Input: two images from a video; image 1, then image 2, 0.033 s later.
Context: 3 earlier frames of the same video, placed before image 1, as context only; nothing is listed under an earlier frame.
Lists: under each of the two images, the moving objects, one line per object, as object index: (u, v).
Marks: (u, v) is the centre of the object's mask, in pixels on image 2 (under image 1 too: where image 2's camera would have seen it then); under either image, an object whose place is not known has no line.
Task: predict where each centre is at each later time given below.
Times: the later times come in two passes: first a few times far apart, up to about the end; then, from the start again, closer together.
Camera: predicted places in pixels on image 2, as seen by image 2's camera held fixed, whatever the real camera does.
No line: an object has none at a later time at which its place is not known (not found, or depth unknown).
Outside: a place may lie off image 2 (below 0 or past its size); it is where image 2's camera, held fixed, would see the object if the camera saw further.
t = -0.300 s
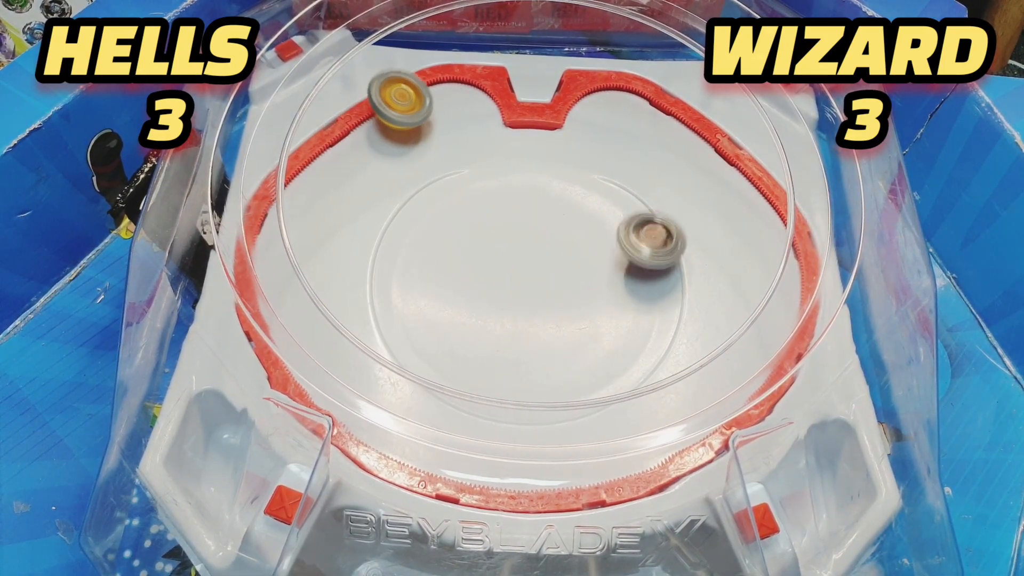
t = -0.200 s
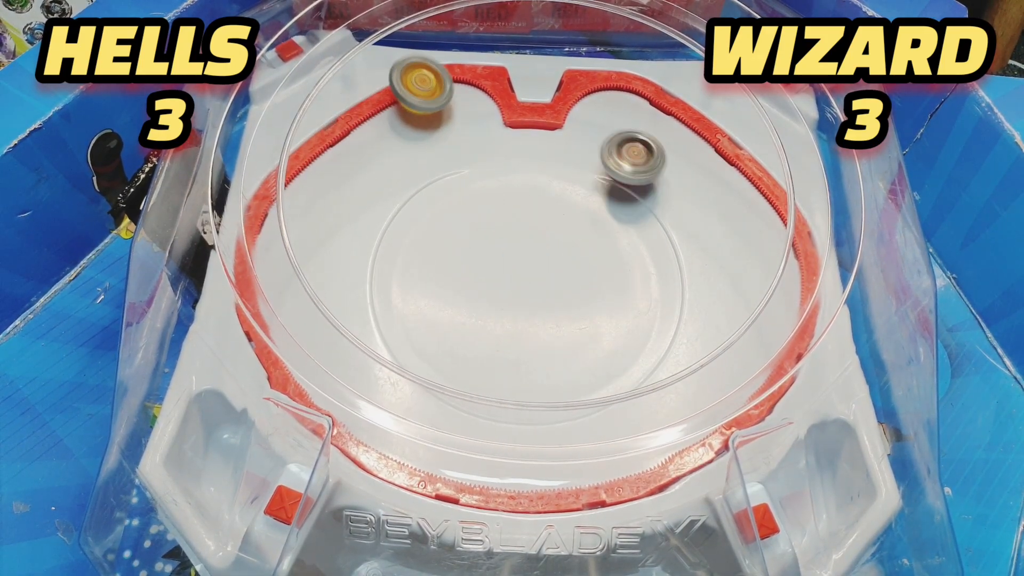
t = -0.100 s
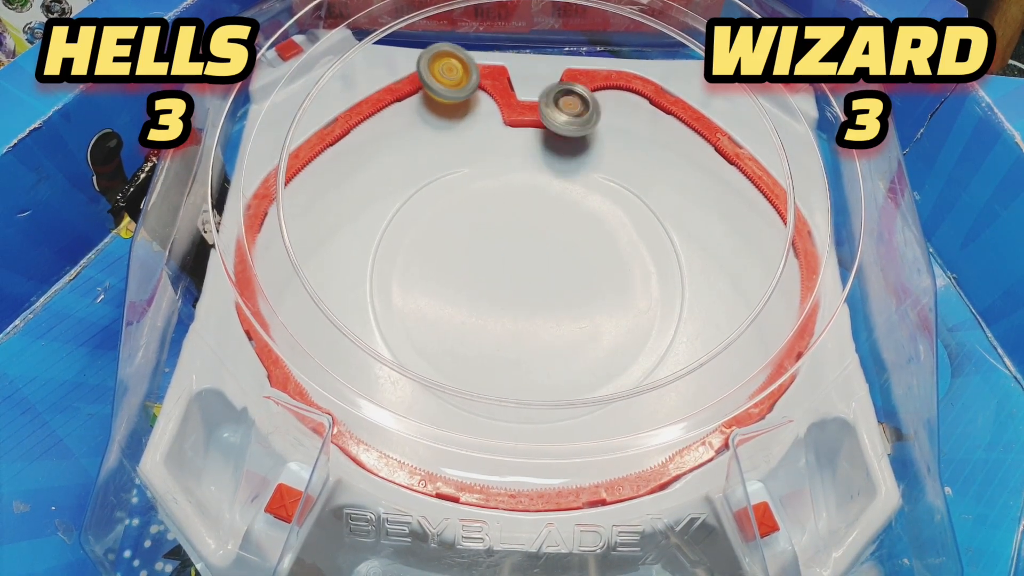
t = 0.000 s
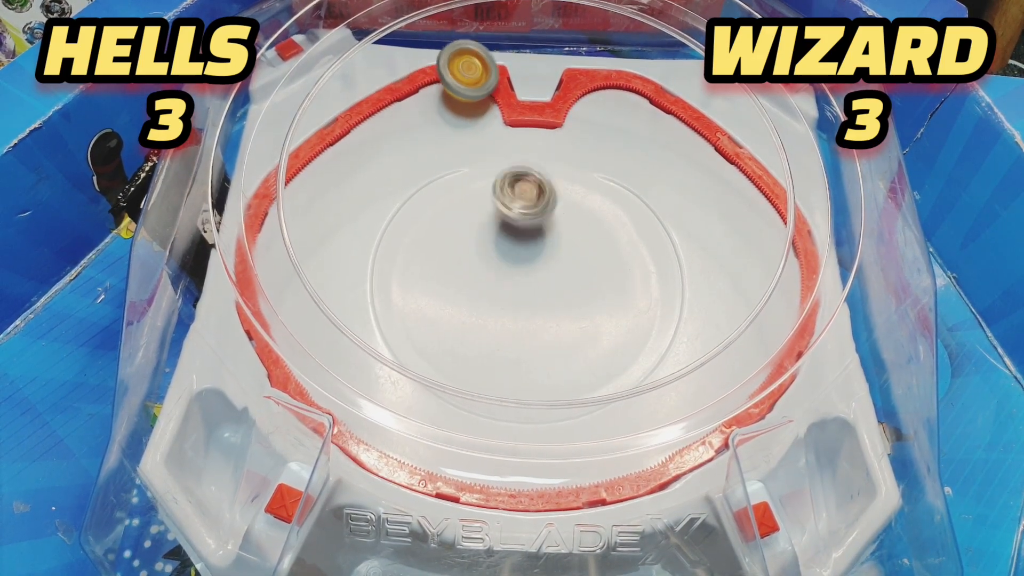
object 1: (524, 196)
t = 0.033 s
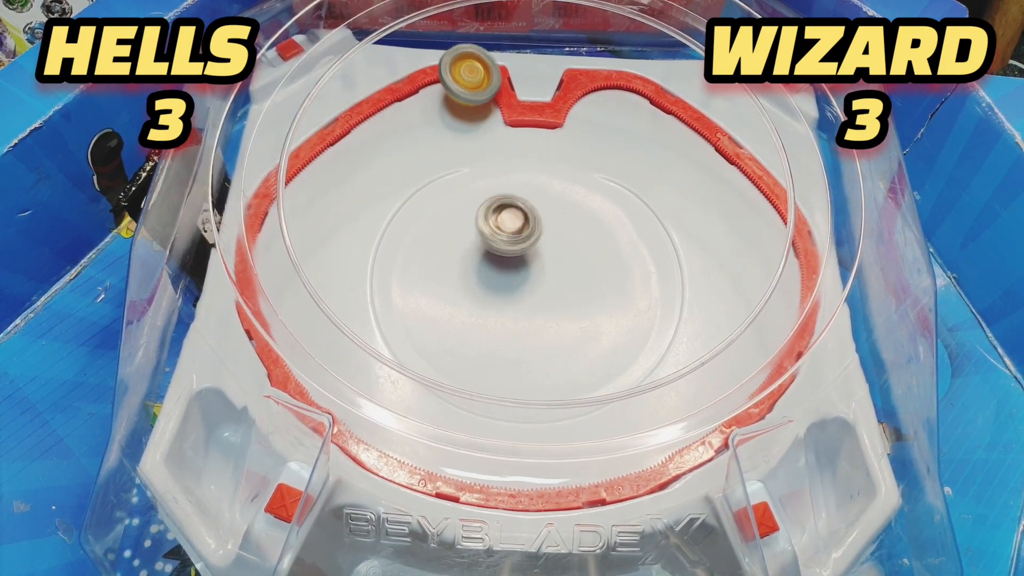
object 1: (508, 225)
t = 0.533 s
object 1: (666, 228)
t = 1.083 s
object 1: (324, 219)
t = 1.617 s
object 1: (515, 235)
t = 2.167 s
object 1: (601, 247)
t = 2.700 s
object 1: (605, 262)
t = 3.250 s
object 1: (554, 319)
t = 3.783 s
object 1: (396, 216)
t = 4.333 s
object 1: (562, 417)
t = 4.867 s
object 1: (482, 243)
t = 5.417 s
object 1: (493, 263)
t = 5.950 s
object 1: (517, 230)
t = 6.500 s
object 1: (578, 249)
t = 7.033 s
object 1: (567, 264)
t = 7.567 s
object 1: (512, 257)
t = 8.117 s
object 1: (513, 258)
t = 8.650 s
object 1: (507, 239)
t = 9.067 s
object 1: (550, 261)
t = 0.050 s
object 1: (500, 239)
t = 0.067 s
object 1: (491, 256)
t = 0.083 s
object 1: (483, 273)
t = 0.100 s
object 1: (475, 284)
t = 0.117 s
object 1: (467, 299)
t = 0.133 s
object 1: (460, 313)
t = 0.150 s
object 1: (455, 325)
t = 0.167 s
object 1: (450, 336)
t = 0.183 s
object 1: (448, 347)
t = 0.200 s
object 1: (447, 355)
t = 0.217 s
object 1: (447, 365)
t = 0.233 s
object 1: (450, 374)
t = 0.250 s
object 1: (455, 378)
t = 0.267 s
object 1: (466, 377)
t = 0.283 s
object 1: (474, 380)
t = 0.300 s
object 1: (487, 377)
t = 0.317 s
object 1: (500, 372)
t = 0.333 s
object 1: (515, 369)
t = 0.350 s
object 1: (529, 368)
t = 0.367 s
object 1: (544, 362)
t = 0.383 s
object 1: (560, 354)
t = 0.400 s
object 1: (576, 346)
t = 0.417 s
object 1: (591, 335)
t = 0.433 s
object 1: (605, 324)
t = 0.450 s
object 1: (620, 310)
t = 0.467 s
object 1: (632, 296)
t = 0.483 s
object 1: (643, 279)
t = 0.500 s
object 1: (652, 264)
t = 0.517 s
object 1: (661, 246)
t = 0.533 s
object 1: (666, 228)
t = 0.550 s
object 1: (670, 211)
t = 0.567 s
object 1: (664, 195)
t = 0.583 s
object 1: (656, 181)
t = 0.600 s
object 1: (646, 169)
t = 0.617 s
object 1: (636, 160)
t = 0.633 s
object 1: (626, 149)
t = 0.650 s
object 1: (616, 135)
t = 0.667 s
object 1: (605, 122)
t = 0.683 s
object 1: (594, 110)
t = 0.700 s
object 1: (583, 97)
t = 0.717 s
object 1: (594, 106)
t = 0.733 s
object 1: (624, 130)
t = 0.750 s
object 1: (654, 156)
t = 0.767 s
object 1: (687, 176)
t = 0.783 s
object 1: (718, 199)
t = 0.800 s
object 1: (753, 226)
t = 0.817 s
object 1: (788, 249)
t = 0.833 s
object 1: (810, 260)
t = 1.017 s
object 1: (437, 73)
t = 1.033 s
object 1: (407, 98)
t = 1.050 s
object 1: (379, 136)
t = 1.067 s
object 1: (352, 174)
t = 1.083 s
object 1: (324, 219)
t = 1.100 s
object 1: (292, 273)
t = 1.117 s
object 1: (273, 307)
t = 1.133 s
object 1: (313, 314)
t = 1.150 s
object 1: (344, 328)
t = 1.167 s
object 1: (385, 346)
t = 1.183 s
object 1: (424, 363)
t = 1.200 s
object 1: (462, 381)
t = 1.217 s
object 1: (502, 404)
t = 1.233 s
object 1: (538, 413)
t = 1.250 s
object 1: (573, 415)
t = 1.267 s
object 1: (616, 435)
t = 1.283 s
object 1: (652, 439)
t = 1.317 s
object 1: (703, 405)
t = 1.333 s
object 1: (719, 387)
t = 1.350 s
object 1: (734, 361)
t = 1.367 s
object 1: (751, 342)
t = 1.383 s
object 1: (763, 325)
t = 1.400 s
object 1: (774, 307)
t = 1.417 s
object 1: (786, 288)
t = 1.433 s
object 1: (796, 270)
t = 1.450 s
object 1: (803, 252)
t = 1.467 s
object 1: (772, 213)
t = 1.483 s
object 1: (741, 175)
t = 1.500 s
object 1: (707, 141)
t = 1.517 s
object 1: (675, 111)
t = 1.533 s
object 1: (637, 82)
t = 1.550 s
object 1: (596, 89)
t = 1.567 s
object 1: (573, 121)
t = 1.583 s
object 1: (554, 158)
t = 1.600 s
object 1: (534, 197)
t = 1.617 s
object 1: (515, 235)
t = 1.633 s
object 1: (496, 268)
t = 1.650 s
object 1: (475, 307)
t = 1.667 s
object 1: (455, 342)
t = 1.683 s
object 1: (434, 377)
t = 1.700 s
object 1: (426, 391)
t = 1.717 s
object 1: (413, 418)
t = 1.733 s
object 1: (396, 459)
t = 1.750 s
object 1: (402, 461)
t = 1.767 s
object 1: (420, 442)
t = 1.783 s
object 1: (438, 428)
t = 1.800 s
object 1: (456, 411)
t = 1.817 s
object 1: (472, 407)
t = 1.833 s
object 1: (487, 407)
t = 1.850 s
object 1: (502, 407)
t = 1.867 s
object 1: (517, 407)
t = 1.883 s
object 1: (531, 409)
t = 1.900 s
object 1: (544, 410)
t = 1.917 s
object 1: (563, 397)
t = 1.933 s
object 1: (581, 374)
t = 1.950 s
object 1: (600, 363)
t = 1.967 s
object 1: (618, 352)
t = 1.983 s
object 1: (634, 343)
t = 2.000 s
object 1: (650, 343)
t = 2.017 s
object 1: (663, 346)
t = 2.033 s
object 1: (661, 334)
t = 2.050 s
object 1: (655, 318)
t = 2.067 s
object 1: (648, 304)
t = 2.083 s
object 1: (641, 292)
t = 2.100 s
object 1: (633, 282)
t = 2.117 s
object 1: (625, 275)
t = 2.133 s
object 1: (616, 271)
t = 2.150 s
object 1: (609, 261)
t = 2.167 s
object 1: (601, 247)
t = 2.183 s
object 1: (597, 240)
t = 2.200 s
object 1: (598, 245)
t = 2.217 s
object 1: (599, 248)
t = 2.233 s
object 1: (600, 252)
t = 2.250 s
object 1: (602, 254)
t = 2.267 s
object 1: (603, 257)
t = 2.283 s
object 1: (604, 259)
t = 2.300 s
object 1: (606, 260)
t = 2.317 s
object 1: (607, 261)
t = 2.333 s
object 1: (609, 263)
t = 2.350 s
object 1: (611, 264)
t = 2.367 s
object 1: (612, 265)
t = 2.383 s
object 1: (614, 265)
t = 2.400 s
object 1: (614, 265)
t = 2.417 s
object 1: (615, 266)
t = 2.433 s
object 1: (615, 266)
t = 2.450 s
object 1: (615, 266)
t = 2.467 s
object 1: (615, 266)
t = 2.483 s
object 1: (615, 265)
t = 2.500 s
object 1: (615, 264)
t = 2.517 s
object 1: (616, 264)
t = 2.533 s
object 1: (615, 262)
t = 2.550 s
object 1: (615, 262)
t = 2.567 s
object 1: (613, 261)
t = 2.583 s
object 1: (612, 260)
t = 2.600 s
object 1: (612, 259)
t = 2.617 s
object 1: (611, 258)
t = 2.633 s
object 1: (610, 259)
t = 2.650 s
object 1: (609, 259)
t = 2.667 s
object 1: (608, 260)
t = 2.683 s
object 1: (606, 261)
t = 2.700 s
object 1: (605, 262)
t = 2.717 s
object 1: (604, 263)
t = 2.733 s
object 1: (603, 266)
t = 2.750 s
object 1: (601, 268)
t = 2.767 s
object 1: (599, 270)
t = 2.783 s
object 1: (597, 272)
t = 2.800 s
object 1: (595, 274)
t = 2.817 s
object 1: (592, 277)
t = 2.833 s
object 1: (590, 280)
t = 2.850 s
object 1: (587, 283)
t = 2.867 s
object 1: (584, 286)
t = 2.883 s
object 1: (581, 289)
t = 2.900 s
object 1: (578, 291)
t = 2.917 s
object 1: (576, 294)
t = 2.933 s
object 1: (574, 296)
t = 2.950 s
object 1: (571, 300)
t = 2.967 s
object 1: (570, 301)
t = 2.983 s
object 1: (568, 302)
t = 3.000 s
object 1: (567, 303)
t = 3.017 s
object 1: (566, 304)
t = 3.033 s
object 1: (566, 306)
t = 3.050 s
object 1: (566, 307)
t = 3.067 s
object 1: (565, 309)
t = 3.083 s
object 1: (564, 309)
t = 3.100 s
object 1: (562, 310)
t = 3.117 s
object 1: (561, 311)
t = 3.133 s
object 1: (560, 313)
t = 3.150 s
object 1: (559, 315)
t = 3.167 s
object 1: (558, 316)
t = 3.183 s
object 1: (557, 316)
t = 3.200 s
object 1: (557, 317)
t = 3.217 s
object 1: (556, 317)
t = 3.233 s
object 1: (555, 319)
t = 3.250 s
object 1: (554, 319)
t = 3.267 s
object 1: (553, 318)
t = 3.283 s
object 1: (554, 312)
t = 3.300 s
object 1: (555, 301)
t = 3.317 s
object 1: (557, 292)
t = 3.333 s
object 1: (559, 281)
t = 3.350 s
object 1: (560, 270)
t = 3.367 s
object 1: (559, 261)
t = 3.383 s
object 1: (559, 251)
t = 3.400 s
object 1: (557, 241)
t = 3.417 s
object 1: (556, 232)
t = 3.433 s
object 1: (553, 224)
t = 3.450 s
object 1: (549, 216)
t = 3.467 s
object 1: (545, 208)
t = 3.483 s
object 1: (541, 202)
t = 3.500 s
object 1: (536, 197)
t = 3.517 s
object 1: (530, 190)
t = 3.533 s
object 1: (524, 186)
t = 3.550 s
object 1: (518, 184)
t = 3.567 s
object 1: (511, 179)
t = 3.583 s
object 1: (504, 177)
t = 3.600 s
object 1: (496, 176)
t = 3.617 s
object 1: (488, 175)
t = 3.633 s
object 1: (480, 175)
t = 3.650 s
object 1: (471, 176)
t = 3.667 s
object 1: (462, 179)
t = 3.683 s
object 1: (454, 181)
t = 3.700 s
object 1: (444, 185)
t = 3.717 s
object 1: (435, 189)
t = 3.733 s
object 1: (426, 194)
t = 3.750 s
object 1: (416, 201)
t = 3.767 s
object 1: (406, 208)
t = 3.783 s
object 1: (396, 216)
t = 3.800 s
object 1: (387, 225)
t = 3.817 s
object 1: (380, 236)
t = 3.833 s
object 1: (381, 248)
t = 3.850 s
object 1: (381, 262)
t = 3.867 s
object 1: (383, 279)
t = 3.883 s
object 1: (386, 291)
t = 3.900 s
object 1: (389, 304)
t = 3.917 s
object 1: (394, 316)
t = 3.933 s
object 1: (401, 325)
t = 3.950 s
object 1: (410, 334)
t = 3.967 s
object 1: (420, 341)
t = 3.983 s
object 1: (430, 348)
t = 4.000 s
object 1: (439, 352)
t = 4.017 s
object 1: (448, 357)
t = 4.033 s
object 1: (458, 359)
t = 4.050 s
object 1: (468, 362)
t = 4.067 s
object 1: (480, 364)
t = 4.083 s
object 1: (493, 365)
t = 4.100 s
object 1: (505, 365)
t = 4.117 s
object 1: (509, 370)
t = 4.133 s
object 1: (512, 374)
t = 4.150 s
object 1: (515, 397)
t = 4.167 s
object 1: (517, 409)
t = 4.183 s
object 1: (521, 426)
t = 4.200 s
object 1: (522, 448)
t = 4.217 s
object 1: (526, 457)
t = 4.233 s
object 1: (530, 464)
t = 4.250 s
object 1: (536, 458)
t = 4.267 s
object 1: (541, 447)
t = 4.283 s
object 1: (546, 443)
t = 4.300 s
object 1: (551, 427)
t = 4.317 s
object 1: (556, 426)
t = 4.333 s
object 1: (562, 417)
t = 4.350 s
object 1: (567, 416)
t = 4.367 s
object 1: (572, 410)
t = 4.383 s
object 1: (576, 406)
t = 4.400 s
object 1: (581, 402)
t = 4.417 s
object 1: (585, 395)
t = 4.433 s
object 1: (588, 389)
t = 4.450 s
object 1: (591, 383)
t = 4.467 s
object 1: (593, 371)
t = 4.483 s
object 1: (596, 366)
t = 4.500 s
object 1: (598, 361)
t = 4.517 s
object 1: (599, 352)
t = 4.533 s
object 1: (599, 344)
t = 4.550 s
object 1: (599, 337)
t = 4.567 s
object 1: (598, 329)
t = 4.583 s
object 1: (595, 321)
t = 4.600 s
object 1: (592, 314)
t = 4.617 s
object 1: (588, 306)
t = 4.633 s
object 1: (583, 300)
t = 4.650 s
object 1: (578, 293)
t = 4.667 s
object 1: (572, 288)
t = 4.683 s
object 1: (566, 282)
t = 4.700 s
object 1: (559, 276)
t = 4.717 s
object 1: (552, 271)
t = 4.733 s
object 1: (545, 266)
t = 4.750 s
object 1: (537, 262)
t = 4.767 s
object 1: (529, 257)
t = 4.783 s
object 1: (521, 253)
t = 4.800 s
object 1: (513, 250)
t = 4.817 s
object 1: (505, 247)
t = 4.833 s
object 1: (497, 245)
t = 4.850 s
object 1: (490, 243)
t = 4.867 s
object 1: (482, 243)
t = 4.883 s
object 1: (475, 242)
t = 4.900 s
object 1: (468, 243)
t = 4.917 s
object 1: (462, 243)
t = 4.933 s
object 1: (456, 246)
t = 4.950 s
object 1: (452, 249)
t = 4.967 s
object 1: (448, 252)
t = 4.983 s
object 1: (446, 255)
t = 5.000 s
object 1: (445, 259)
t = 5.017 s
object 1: (445, 263)
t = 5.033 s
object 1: (444, 267)
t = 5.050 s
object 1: (445, 272)
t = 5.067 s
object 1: (446, 276)
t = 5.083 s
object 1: (448, 280)
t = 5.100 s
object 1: (449, 283)
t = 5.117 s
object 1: (451, 286)
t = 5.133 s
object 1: (454, 289)
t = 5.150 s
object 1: (456, 291)
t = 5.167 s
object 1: (459, 293)
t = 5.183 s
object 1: (461, 294)
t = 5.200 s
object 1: (464, 294)
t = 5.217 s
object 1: (466, 295)
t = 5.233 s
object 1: (468, 294)
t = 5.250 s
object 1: (471, 293)
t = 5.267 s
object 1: (474, 291)
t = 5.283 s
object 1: (476, 288)
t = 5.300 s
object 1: (479, 285)
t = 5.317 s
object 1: (481, 283)
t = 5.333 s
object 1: (483, 279)
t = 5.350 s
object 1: (486, 276)
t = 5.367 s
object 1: (488, 273)
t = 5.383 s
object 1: (490, 269)
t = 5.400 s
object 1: (491, 266)
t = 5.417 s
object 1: (493, 263)
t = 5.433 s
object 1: (495, 260)
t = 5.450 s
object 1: (496, 257)
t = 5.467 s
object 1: (497, 254)
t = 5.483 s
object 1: (498, 252)
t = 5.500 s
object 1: (499, 250)
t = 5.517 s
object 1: (500, 248)
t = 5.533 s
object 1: (500, 246)
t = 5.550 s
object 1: (500, 245)
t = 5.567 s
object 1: (501, 244)
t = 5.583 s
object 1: (500, 243)
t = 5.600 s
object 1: (500, 243)
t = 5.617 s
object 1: (500, 242)
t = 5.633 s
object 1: (500, 241)
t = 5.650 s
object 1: (499, 241)
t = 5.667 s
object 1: (498, 241)
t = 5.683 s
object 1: (498, 241)
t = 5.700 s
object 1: (497, 240)
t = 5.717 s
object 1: (496, 240)
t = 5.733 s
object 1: (495, 239)
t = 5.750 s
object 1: (494, 238)
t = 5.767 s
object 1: (493, 237)
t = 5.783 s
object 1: (493, 236)
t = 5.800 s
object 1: (493, 234)
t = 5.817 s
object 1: (493, 232)
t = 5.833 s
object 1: (493, 230)
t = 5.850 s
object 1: (495, 228)
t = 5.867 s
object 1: (498, 226)
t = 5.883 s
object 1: (501, 226)
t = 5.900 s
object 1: (505, 226)
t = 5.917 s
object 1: (508, 227)
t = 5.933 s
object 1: (513, 228)
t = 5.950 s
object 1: (517, 230)
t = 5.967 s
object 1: (521, 231)
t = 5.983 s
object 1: (525, 233)
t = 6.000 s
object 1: (528, 235)
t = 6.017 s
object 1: (531, 237)
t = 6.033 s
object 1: (534, 239)
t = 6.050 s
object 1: (536, 241)
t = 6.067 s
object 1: (538, 243)
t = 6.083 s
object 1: (539, 245)
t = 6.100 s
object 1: (540, 247)
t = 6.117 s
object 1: (540, 249)
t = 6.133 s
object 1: (539, 250)
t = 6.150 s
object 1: (540, 243)
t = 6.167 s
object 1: (538, 244)
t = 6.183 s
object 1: (536, 244)
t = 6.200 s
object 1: (535, 245)
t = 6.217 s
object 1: (534, 245)
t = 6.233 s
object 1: (534, 245)
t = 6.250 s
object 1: (535, 246)
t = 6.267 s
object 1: (537, 247)
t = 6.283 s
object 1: (539, 247)
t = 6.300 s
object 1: (542, 248)
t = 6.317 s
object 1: (545, 250)
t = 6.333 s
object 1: (547, 252)
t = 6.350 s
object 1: (551, 253)
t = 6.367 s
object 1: (556, 254)
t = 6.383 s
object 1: (560, 255)
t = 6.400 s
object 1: (564, 255)
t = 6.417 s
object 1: (569, 254)
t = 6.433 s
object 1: (571, 253)
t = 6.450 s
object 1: (574, 252)
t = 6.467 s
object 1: (576, 251)
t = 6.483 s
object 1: (577, 250)
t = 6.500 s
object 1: (578, 249)
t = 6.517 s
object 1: (579, 248)
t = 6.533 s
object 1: (579, 247)
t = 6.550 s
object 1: (578, 247)
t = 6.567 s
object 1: (577, 246)
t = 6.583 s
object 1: (576, 245)
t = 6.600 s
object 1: (575, 245)
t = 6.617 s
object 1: (574, 244)
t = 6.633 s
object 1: (573, 244)
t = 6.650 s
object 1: (571, 244)
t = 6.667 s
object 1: (569, 243)
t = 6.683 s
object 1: (567, 243)
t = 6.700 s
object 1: (566, 243)
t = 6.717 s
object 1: (565, 243)
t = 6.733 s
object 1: (564, 242)
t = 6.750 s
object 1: (562, 242)
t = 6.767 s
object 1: (560, 243)
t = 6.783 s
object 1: (560, 242)
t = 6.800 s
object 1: (559, 242)
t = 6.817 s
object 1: (559, 242)
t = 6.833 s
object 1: (559, 242)
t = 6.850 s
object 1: (559, 243)
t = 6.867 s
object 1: (559, 244)
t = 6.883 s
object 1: (561, 244)
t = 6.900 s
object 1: (562, 246)
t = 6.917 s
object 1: (563, 247)
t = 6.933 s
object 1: (564, 248)
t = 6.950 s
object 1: (564, 251)
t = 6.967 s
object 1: (566, 253)
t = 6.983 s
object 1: (566, 255)
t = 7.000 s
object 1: (567, 258)
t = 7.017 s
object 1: (568, 260)
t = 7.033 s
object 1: (567, 264)
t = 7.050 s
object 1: (567, 267)
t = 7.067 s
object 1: (566, 269)
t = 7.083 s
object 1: (565, 273)
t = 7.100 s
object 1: (564, 275)
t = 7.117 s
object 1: (563, 279)
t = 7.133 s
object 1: (560, 283)
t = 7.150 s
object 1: (558, 286)
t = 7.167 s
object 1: (554, 289)
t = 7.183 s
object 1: (551, 292)
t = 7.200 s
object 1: (548, 293)
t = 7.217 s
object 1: (543, 294)
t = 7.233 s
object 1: (539, 295)
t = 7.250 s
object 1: (535, 293)
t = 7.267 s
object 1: (530, 294)
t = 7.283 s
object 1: (526, 292)
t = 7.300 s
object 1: (522, 291)
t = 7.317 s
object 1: (518, 288)
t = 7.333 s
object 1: (515, 285)
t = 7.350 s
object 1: (512, 282)
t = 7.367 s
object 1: (510, 279)
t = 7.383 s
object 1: (509, 275)
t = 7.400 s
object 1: (509, 271)
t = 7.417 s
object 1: (509, 267)
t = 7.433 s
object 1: (510, 264)
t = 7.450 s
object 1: (511, 261)
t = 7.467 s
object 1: (511, 259)
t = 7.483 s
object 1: (512, 258)
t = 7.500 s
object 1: (513, 257)
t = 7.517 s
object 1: (513, 256)
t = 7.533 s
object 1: (512, 256)
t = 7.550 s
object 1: (513, 256)
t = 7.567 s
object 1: (512, 257)
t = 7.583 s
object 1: (512, 258)
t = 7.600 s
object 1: (511, 260)
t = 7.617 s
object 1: (510, 262)
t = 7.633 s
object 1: (507, 264)
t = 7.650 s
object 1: (506, 265)
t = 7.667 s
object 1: (503, 267)
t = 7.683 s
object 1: (502, 270)
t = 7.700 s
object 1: (501, 272)
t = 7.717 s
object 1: (500, 273)
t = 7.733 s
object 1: (500, 273)
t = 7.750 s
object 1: (499, 275)
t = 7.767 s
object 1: (499, 275)
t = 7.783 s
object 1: (499, 276)
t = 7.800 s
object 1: (499, 276)
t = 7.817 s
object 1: (499, 276)
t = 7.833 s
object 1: (499, 276)
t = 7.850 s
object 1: (500, 275)
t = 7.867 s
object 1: (500, 275)
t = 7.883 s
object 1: (500, 275)
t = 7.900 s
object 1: (500, 274)
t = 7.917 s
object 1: (501, 273)
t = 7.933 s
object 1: (501, 272)
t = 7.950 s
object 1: (502, 272)
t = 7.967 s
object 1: (503, 270)
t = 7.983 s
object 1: (503, 269)
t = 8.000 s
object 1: (505, 267)
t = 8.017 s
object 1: (506, 265)
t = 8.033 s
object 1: (507, 264)
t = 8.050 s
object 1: (509, 262)
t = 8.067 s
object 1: (509, 261)
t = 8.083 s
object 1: (510, 260)
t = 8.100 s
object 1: (511, 259)
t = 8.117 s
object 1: (513, 258)
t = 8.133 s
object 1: (514, 258)
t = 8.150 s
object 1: (515, 257)
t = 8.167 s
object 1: (516, 256)
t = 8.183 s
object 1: (516, 256)
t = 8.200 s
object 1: (516, 256)
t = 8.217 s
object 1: (517, 256)
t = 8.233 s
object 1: (519, 256)
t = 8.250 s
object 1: (518, 256)
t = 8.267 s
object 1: (518, 256)
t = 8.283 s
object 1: (518, 256)
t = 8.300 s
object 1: (518, 256)
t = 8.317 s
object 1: (518, 257)
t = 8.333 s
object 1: (517, 257)
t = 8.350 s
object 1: (516, 258)
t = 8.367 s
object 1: (516, 258)
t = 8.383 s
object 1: (516, 258)
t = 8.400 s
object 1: (514, 259)
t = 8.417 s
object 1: (511, 258)
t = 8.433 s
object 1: (511, 258)
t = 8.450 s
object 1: (508, 258)
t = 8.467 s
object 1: (508, 258)
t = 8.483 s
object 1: (508, 256)
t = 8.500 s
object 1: (506, 255)
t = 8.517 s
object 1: (503, 253)
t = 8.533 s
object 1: (502, 252)
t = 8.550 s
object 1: (501, 250)
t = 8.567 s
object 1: (500, 249)
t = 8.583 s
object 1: (501, 247)
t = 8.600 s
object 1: (502, 244)
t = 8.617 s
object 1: (503, 243)
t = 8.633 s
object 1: (505, 240)
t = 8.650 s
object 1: (507, 239)
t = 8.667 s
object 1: (511, 238)
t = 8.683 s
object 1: (514, 236)
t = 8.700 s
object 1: (519, 234)
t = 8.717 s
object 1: (521, 233)
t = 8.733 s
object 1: (525, 232)
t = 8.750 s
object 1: (529, 231)
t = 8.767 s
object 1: (532, 230)
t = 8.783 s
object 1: (536, 230)
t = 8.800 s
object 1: (541, 230)
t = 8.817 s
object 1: (543, 231)
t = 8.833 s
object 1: (546, 232)
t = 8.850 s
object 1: (550, 233)
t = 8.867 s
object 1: (552, 235)
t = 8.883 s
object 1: (554, 238)
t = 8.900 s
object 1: (557, 248)
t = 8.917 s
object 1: (559, 250)
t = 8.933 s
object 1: (560, 253)
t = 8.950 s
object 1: (560, 257)
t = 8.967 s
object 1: (560, 260)
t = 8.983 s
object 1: (559, 263)
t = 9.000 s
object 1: (558, 266)
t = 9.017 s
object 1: (556, 268)
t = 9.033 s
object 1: (554, 270)
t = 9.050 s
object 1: (552, 266)
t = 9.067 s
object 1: (550, 261)
